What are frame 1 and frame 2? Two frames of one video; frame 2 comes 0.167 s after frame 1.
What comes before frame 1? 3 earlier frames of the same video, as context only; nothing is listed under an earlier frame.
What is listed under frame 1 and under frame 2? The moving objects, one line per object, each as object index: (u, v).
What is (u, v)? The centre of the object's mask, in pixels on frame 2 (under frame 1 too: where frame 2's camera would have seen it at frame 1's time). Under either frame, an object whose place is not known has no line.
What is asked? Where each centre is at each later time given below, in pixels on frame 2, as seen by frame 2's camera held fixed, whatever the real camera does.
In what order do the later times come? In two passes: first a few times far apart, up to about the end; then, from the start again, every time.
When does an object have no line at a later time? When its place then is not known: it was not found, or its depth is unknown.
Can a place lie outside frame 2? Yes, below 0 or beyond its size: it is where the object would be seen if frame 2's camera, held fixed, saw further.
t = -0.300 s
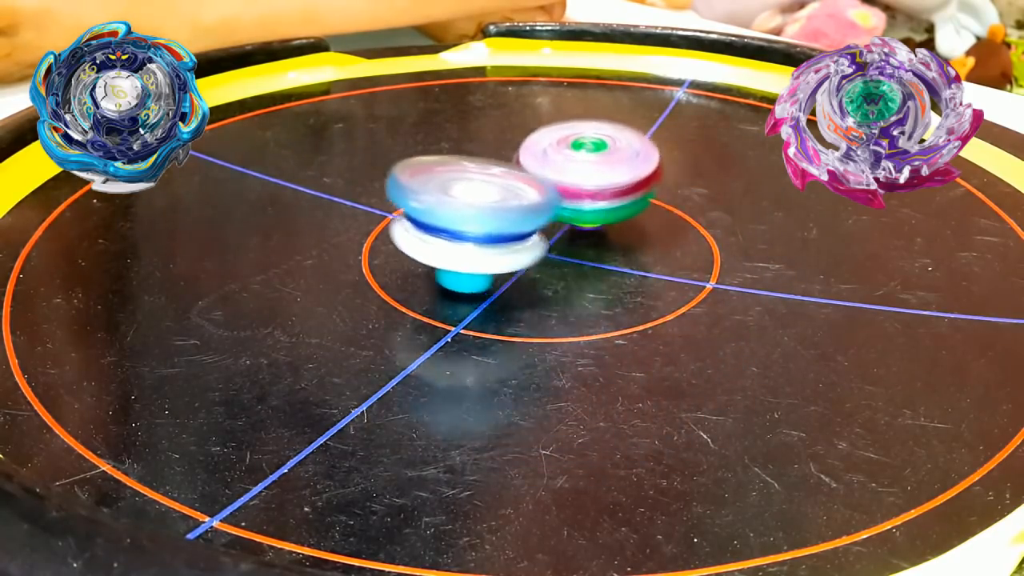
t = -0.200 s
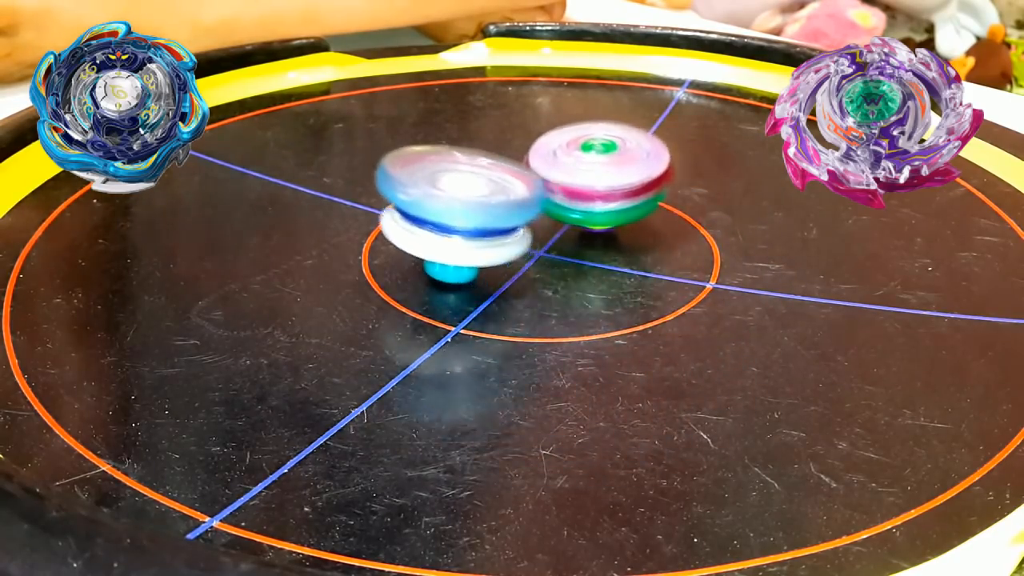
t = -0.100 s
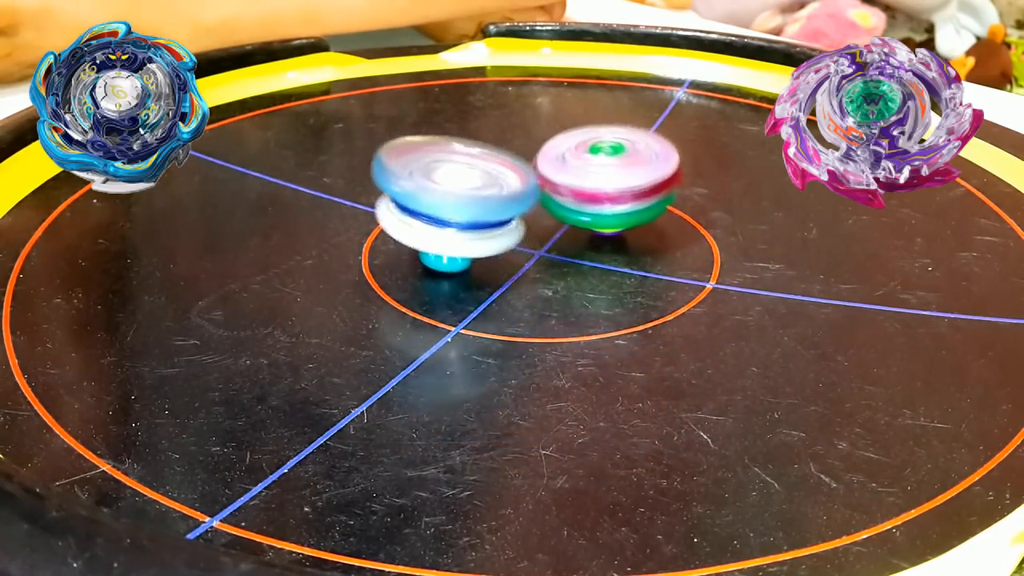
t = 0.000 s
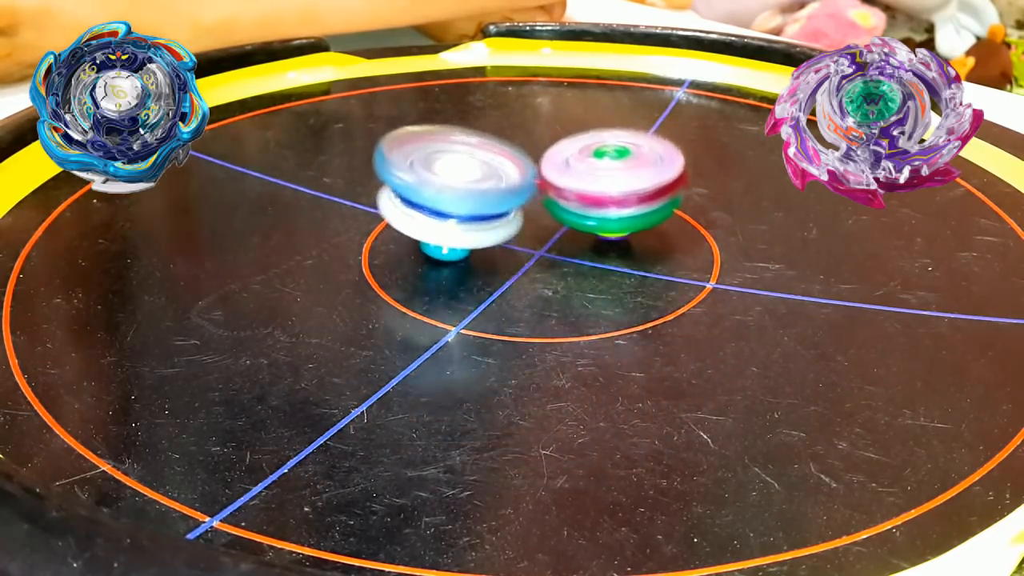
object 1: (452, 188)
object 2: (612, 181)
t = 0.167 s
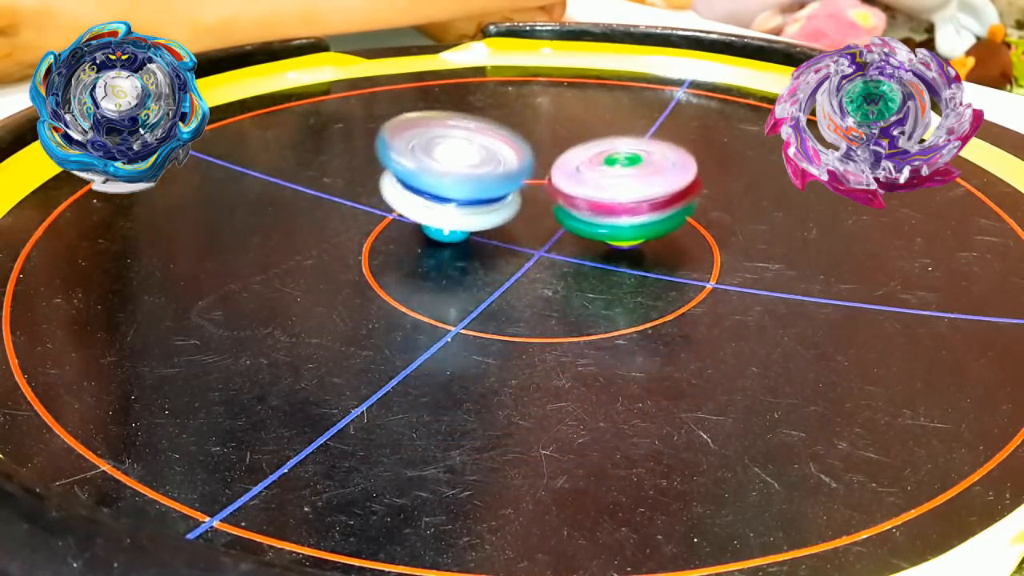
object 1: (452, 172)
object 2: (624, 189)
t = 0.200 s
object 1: (453, 168)
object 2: (624, 191)
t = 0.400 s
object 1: (475, 155)
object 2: (608, 203)
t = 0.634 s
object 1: (508, 134)
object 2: (570, 217)
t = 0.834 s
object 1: (547, 132)
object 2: (543, 223)
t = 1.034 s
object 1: (588, 139)
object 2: (520, 215)
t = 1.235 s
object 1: (623, 156)
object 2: (493, 203)
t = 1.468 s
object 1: (652, 174)
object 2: (490, 184)
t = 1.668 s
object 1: (657, 194)
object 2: (502, 173)
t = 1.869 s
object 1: (639, 217)
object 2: (518, 165)
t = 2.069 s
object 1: (595, 236)
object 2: (543, 156)
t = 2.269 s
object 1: (530, 245)
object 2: (576, 163)
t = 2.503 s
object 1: (448, 237)
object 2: (586, 189)
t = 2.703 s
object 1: (401, 213)
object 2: (574, 205)
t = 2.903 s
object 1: (387, 185)
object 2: (556, 215)
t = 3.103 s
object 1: (408, 158)
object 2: (530, 220)
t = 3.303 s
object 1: (457, 134)
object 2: (516, 220)
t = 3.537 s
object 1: (547, 130)
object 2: (505, 217)
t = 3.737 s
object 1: (611, 147)
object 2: (502, 213)
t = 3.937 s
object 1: (658, 173)
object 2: (508, 210)
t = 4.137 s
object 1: (685, 202)
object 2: (507, 207)
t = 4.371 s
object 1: (668, 235)
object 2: (504, 199)
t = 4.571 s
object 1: (607, 255)
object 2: (504, 182)
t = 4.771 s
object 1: (530, 258)
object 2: (540, 168)
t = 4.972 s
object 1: (469, 237)
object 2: (575, 178)
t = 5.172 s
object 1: (438, 209)
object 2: (598, 189)
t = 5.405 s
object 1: (453, 178)
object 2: (614, 205)
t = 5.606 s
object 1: (485, 157)
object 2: (606, 217)
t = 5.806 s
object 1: (524, 136)
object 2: (578, 229)
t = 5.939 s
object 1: (560, 132)
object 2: (550, 228)
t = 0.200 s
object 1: (453, 168)
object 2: (624, 191)
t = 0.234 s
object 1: (455, 166)
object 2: (623, 193)
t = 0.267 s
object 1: (459, 164)
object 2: (621, 195)
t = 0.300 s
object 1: (462, 161)
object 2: (619, 197)
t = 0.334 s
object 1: (467, 159)
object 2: (616, 199)
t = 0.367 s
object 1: (471, 157)
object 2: (613, 201)
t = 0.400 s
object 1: (475, 155)
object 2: (608, 203)
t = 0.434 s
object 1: (479, 152)
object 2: (606, 205)
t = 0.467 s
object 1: (483, 150)
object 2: (604, 206)
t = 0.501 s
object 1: (487, 147)
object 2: (598, 208)
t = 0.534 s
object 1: (492, 144)
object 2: (592, 210)
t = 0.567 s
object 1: (497, 141)
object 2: (586, 212)
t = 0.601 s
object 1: (502, 137)
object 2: (578, 215)
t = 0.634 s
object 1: (508, 134)
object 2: (570, 217)
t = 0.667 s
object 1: (515, 133)
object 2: (564, 219)
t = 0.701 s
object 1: (521, 132)
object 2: (559, 221)
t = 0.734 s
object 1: (528, 132)
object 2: (554, 222)
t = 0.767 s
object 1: (534, 131)
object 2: (550, 222)
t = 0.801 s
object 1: (541, 131)
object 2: (546, 222)
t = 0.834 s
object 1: (547, 132)
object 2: (543, 223)
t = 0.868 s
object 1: (554, 133)
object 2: (539, 222)
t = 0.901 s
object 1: (561, 133)
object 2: (537, 221)
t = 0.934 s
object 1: (568, 134)
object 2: (534, 220)
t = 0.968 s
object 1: (575, 135)
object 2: (530, 218)
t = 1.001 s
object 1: (582, 137)
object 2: (525, 217)
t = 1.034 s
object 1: (588, 139)
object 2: (520, 215)
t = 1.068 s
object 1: (595, 143)
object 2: (513, 214)
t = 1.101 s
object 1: (602, 146)
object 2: (508, 213)
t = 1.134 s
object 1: (607, 149)
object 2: (504, 210)
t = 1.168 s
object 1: (613, 151)
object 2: (500, 208)
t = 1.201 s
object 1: (618, 153)
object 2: (496, 205)
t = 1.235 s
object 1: (623, 156)
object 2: (493, 203)
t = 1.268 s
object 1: (627, 158)
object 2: (492, 200)
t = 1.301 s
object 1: (631, 161)
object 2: (491, 197)
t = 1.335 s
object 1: (636, 163)
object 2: (489, 195)
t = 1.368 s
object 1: (641, 166)
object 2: (488, 192)
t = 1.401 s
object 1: (646, 168)
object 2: (489, 190)
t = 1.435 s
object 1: (649, 171)
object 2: (489, 187)
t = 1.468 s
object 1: (652, 174)
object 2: (490, 184)
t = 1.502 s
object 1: (654, 177)
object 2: (490, 182)
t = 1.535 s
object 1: (656, 180)
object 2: (493, 180)
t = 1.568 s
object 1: (657, 183)
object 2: (495, 178)
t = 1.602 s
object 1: (658, 186)
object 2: (498, 176)
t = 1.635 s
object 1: (658, 190)
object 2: (500, 174)
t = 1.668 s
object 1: (657, 194)
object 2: (502, 173)
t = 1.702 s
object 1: (656, 198)
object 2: (505, 172)
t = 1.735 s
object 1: (654, 201)
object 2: (507, 171)
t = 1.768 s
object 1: (651, 205)
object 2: (510, 170)
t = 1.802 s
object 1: (648, 209)
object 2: (513, 168)
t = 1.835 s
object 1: (644, 212)
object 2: (515, 167)
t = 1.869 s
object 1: (639, 217)
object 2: (518, 165)
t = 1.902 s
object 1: (633, 221)
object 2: (521, 164)
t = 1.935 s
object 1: (627, 225)
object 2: (524, 162)
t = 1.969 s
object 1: (620, 228)
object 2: (528, 161)
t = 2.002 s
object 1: (612, 231)
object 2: (533, 159)
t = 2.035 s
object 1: (604, 234)
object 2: (538, 157)
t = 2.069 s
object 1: (595, 236)
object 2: (543, 156)
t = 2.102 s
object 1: (584, 239)
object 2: (550, 155)
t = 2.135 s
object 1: (574, 241)
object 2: (555, 156)
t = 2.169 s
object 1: (564, 243)
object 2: (560, 156)
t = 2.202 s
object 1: (553, 244)
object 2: (566, 157)
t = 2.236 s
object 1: (542, 245)
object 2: (571, 160)
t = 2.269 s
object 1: (530, 245)
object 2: (576, 163)
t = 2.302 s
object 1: (519, 245)
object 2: (581, 166)
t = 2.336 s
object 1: (508, 244)
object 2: (584, 170)
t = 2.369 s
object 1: (497, 243)
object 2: (587, 175)
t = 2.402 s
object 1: (484, 242)
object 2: (588, 179)
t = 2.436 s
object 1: (471, 241)
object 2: (588, 182)
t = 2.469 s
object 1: (459, 239)
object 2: (587, 185)
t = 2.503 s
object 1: (448, 237)
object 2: (586, 189)
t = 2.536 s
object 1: (438, 233)
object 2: (584, 193)
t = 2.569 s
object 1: (430, 230)
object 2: (582, 195)
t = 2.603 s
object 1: (422, 226)
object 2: (580, 198)
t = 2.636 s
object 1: (415, 222)
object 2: (577, 200)
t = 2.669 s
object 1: (408, 217)
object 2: (576, 203)
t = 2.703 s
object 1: (401, 213)
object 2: (574, 205)
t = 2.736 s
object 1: (395, 209)
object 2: (572, 206)
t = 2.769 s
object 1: (391, 204)
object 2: (569, 208)
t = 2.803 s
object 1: (389, 199)
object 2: (566, 210)
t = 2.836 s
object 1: (387, 195)
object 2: (562, 213)
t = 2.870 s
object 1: (387, 190)
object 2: (559, 214)
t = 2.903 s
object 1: (387, 185)
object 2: (556, 215)
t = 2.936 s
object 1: (389, 181)
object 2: (552, 217)
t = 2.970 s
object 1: (391, 176)
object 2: (548, 218)
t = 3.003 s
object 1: (395, 171)
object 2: (544, 219)
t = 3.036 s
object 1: (398, 167)
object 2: (539, 219)
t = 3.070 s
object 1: (403, 162)
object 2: (534, 219)
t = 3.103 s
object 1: (408, 158)
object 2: (530, 220)
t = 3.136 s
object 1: (413, 153)
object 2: (526, 220)
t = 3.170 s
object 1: (420, 149)
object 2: (523, 220)
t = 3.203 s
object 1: (428, 144)
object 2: (521, 220)
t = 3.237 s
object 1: (438, 141)
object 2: (519, 220)
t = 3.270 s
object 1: (447, 137)
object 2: (517, 220)
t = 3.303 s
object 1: (457, 134)
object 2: (516, 220)
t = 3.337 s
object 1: (468, 131)
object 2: (512, 220)
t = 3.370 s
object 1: (480, 130)
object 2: (510, 220)
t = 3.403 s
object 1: (492, 128)
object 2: (509, 219)
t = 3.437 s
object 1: (504, 128)
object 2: (510, 218)
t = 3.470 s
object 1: (517, 127)
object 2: (509, 215)
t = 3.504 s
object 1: (532, 128)
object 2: (506, 215)
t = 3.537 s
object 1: (547, 130)
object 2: (505, 217)
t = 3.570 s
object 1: (559, 133)
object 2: (505, 216)
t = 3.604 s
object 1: (571, 135)
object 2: (503, 216)
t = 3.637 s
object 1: (583, 138)
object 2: (502, 216)
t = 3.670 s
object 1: (593, 140)
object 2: (502, 215)
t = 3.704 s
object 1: (602, 143)
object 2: (502, 214)
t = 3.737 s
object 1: (611, 147)
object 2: (502, 213)
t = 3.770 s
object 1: (620, 150)
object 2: (503, 213)
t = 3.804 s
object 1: (628, 154)
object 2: (505, 212)
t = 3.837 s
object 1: (636, 159)
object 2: (507, 211)
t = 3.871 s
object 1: (644, 163)
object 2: (507, 210)
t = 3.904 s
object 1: (651, 168)
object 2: (507, 210)
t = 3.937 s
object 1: (658, 173)
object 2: (508, 210)
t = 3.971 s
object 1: (665, 176)
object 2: (507, 209)
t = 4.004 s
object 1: (672, 181)
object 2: (504, 209)
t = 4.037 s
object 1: (677, 186)
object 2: (506, 209)
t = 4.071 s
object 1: (681, 191)
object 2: (505, 208)
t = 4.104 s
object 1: (683, 196)
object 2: (506, 208)
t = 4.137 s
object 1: (685, 202)
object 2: (507, 207)
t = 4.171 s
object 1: (690, 208)
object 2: (501, 206)
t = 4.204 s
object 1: (690, 214)
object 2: (499, 205)
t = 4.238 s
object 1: (689, 220)
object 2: (499, 204)
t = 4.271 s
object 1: (685, 226)
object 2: (500, 202)
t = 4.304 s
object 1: (681, 229)
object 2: (500, 201)
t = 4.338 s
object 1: (675, 233)
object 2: (502, 200)
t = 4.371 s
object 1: (668, 235)
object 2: (504, 199)
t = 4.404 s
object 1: (660, 238)
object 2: (504, 197)
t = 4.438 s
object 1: (654, 243)
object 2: (502, 194)
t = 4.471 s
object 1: (643, 247)
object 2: (502, 191)
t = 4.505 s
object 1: (632, 250)
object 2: (502, 188)
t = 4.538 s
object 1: (620, 253)
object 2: (503, 185)
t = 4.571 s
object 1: (607, 255)
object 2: (504, 182)
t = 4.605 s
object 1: (593, 256)
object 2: (506, 179)
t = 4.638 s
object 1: (580, 258)
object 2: (514, 174)
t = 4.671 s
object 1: (568, 260)
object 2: (522, 171)
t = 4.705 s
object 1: (555, 261)
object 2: (527, 169)
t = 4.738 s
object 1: (543, 260)
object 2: (532, 169)
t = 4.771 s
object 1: (530, 258)
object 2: (540, 168)
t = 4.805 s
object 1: (519, 256)
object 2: (546, 168)
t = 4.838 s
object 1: (508, 255)
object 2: (553, 170)
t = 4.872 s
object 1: (497, 251)
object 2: (559, 171)
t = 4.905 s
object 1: (488, 246)
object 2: (564, 172)
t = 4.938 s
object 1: (479, 242)
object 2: (571, 175)
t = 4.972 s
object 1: (469, 237)
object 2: (575, 178)
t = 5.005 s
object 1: (461, 233)
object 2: (580, 180)
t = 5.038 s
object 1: (455, 228)
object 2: (585, 182)
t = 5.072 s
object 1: (448, 223)
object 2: (588, 184)
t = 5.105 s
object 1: (443, 219)
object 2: (591, 185)
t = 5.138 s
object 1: (440, 214)
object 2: (594, 187)
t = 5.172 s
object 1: (438, 209)
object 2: (598, 189)
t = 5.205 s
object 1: (438, 204)
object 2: (601, 191)
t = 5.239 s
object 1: (437, 200)
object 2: (605, 193)
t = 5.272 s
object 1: (438, 195)
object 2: (609, 195)
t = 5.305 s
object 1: (441, 191)
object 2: (611, 198)
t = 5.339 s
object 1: (444, 186)
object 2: (614, 200)
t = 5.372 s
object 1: (448, 182)
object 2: (614, 202)
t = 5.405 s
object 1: (453, 178)
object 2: (614, 205)
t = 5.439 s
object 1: (457, 175)
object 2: (615, 207)
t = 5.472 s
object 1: (463, 171)
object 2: (616, 209)
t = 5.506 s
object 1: (469, 168)
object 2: (615, 211)
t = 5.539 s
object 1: (474, 164)
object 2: (610, 213)
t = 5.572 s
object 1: (479, 160)
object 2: (608, 216)
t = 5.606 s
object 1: (485, 157)
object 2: (606, 217)
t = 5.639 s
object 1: (491, 153)
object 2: (601, 218)
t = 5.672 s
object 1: (497, 149)
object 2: (598, 220)
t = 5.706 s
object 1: (502, 144)
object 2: (596, 225)
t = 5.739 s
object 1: (508, 141)
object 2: (590, 228)
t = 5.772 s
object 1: (516, 138)
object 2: (585, 229)
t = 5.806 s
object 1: (524, 136)
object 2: (578, 229)
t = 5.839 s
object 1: (532, 133)
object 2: (571, 230)
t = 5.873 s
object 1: (541, 132)
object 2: (563, 229)
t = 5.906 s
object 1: (550, 132)
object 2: (556, 229)
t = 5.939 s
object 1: (560, 132)
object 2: (550, 228)
